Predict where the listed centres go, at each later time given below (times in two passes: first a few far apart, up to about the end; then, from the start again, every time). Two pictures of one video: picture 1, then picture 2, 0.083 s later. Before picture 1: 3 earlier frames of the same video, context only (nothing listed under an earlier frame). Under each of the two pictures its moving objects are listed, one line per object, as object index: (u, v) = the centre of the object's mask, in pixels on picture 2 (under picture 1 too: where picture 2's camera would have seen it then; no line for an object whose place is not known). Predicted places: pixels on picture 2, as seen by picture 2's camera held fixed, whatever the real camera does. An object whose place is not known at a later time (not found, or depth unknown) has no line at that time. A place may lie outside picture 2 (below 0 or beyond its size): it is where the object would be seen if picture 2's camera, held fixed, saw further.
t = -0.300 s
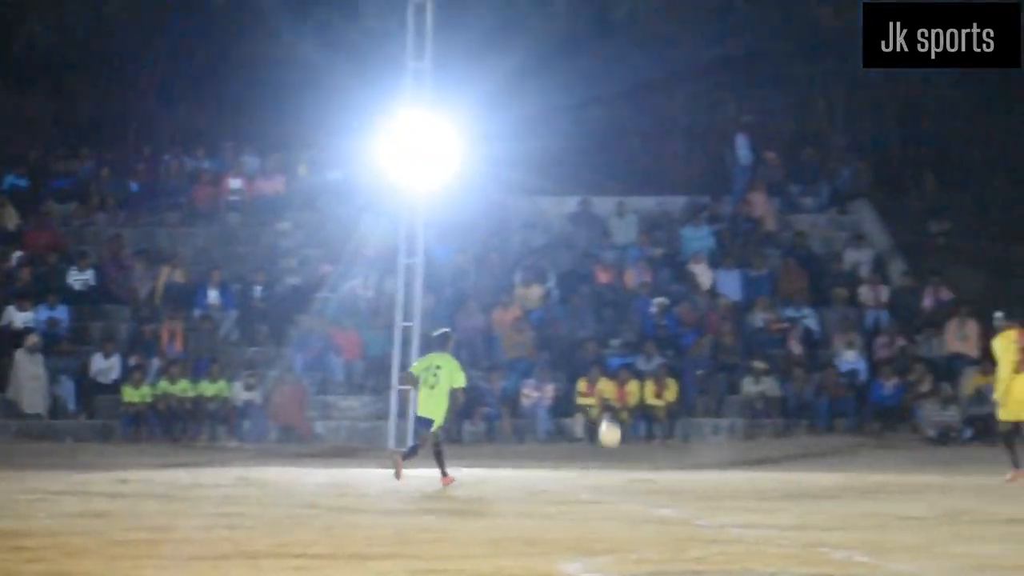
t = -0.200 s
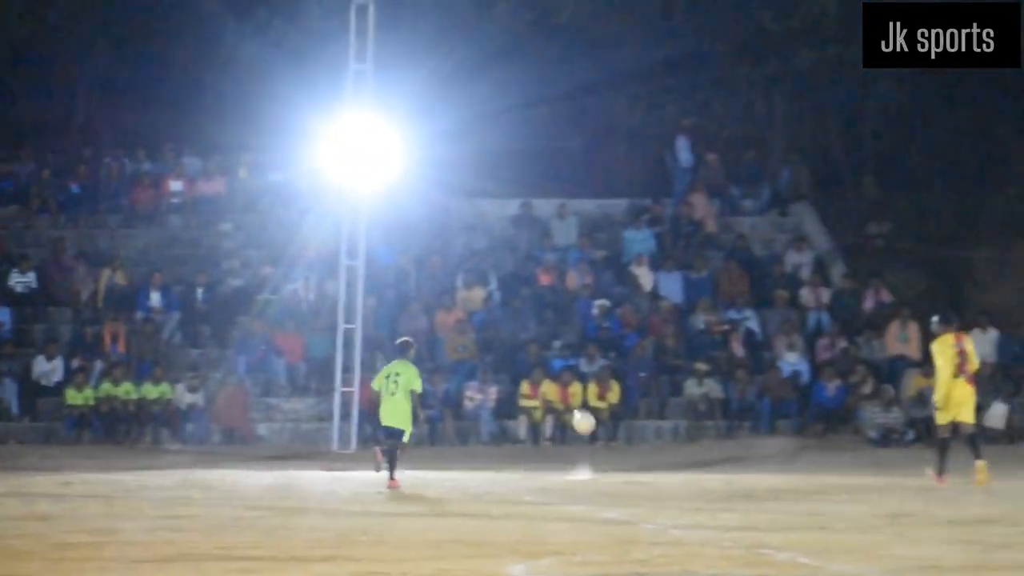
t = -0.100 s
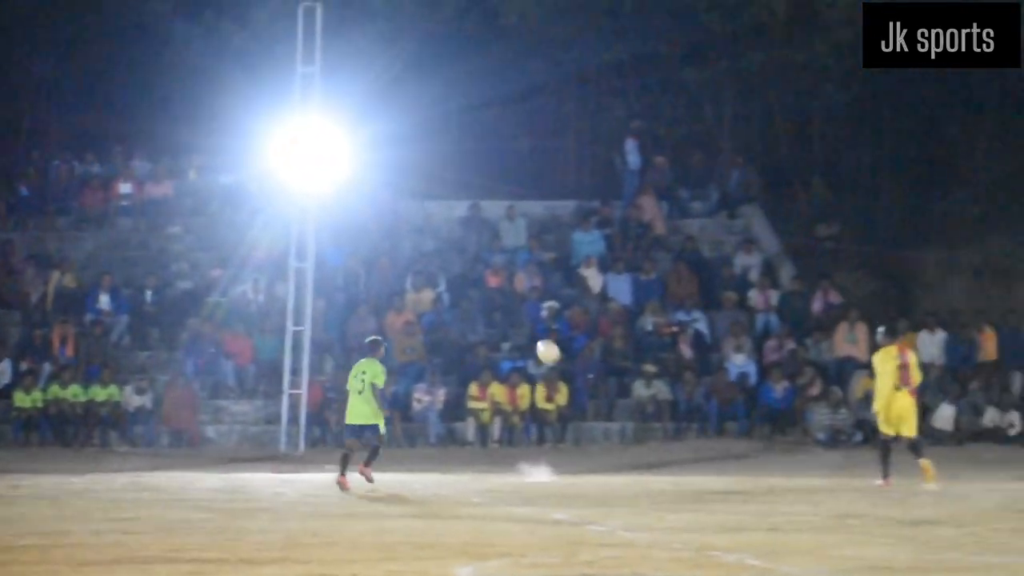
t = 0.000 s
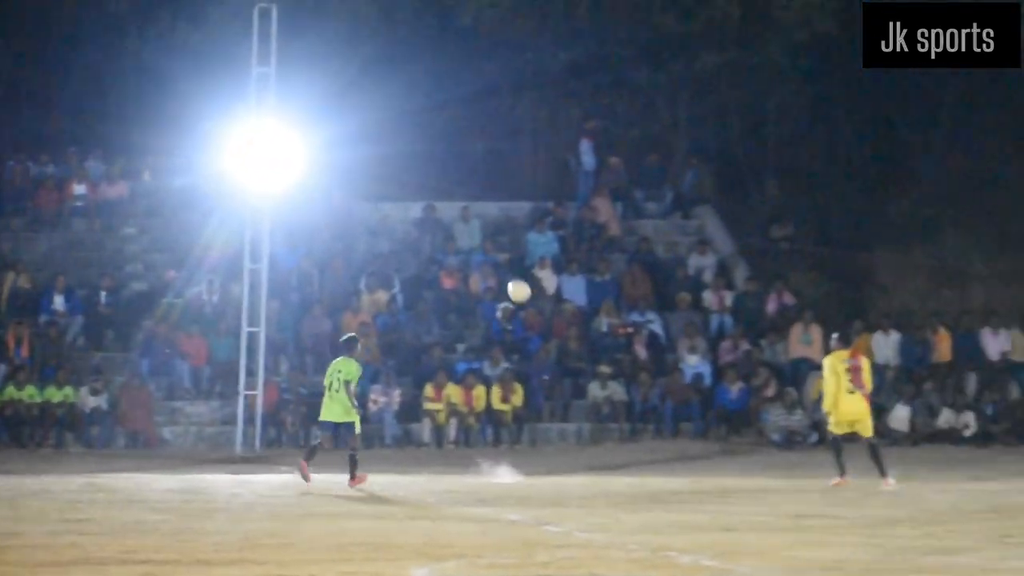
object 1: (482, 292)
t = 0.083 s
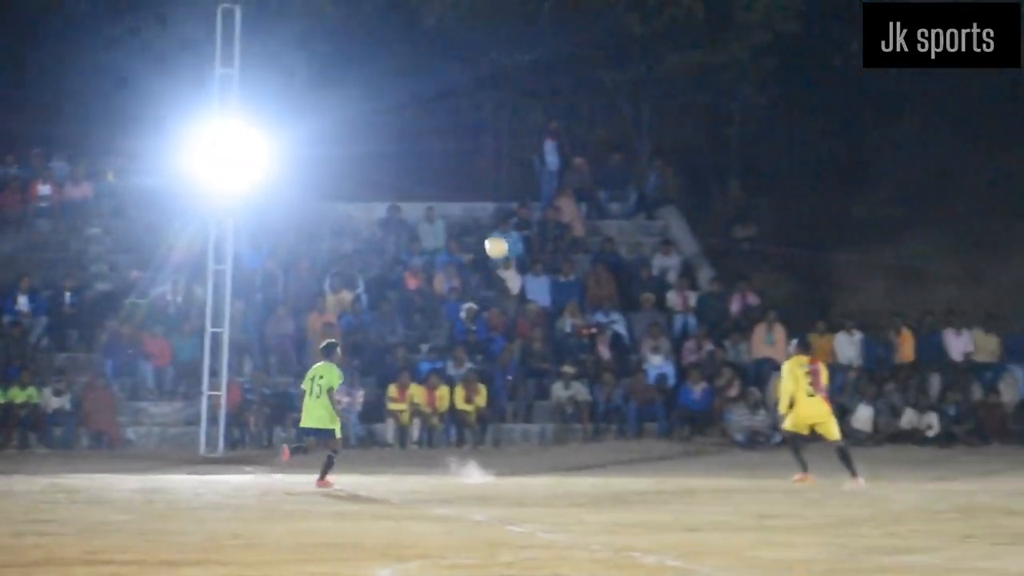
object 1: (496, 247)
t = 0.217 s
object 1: (518, 190)
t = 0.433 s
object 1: (552, 132)
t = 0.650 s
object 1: (586, 119)
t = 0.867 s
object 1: (624, 149)
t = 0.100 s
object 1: (500, 239)
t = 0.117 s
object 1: (502, 231)
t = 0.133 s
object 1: (505, 223)
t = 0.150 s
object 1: (508, 216)
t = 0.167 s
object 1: (510, 209)
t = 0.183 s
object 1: (512, 202)
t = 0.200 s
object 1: (515, 196)
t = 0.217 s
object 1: (518, 190)
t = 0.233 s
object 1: (520, 184)
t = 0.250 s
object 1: (523, 178)
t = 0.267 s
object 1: (526, 173)
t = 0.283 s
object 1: (528, 168)
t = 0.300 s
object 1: (531, 162)
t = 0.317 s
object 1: (533, 158)
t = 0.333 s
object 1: (536, 153)
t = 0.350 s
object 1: (539, 149)
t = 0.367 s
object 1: (541, 145)
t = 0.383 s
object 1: (544, 141)
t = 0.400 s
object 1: (547, 138)
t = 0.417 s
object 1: (549, 135)
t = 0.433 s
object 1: (552, 132)
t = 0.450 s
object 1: (555, 129)
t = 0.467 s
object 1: (557, 127)
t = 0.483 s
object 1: (560, 125)
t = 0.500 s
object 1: (563, 123)
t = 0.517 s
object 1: (565, 122)
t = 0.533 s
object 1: (568, 120)
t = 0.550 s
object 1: (571, 120)
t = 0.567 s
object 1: (573, 119)
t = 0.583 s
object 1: (576, 118)
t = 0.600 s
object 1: (578, 118)
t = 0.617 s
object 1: (581, 118)
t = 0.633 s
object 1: (584, 118)
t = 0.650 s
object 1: (586, 119)
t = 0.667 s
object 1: (589, 119)
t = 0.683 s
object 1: (592, 121)
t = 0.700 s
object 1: (595, 122)
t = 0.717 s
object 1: (597, 123)
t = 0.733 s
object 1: (600, 125)
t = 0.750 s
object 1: (604, 127)
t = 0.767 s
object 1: (606, 130)
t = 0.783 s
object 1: (609, 132)
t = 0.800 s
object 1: (612, 135)
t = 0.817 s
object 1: (615, 139)
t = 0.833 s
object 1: (618, 142)
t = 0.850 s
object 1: (621, 146)
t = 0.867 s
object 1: (624, 149)
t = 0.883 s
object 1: (627, 154)
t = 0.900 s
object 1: (629, 159)
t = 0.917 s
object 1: (632, 163)
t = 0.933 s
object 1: (635, 168)
